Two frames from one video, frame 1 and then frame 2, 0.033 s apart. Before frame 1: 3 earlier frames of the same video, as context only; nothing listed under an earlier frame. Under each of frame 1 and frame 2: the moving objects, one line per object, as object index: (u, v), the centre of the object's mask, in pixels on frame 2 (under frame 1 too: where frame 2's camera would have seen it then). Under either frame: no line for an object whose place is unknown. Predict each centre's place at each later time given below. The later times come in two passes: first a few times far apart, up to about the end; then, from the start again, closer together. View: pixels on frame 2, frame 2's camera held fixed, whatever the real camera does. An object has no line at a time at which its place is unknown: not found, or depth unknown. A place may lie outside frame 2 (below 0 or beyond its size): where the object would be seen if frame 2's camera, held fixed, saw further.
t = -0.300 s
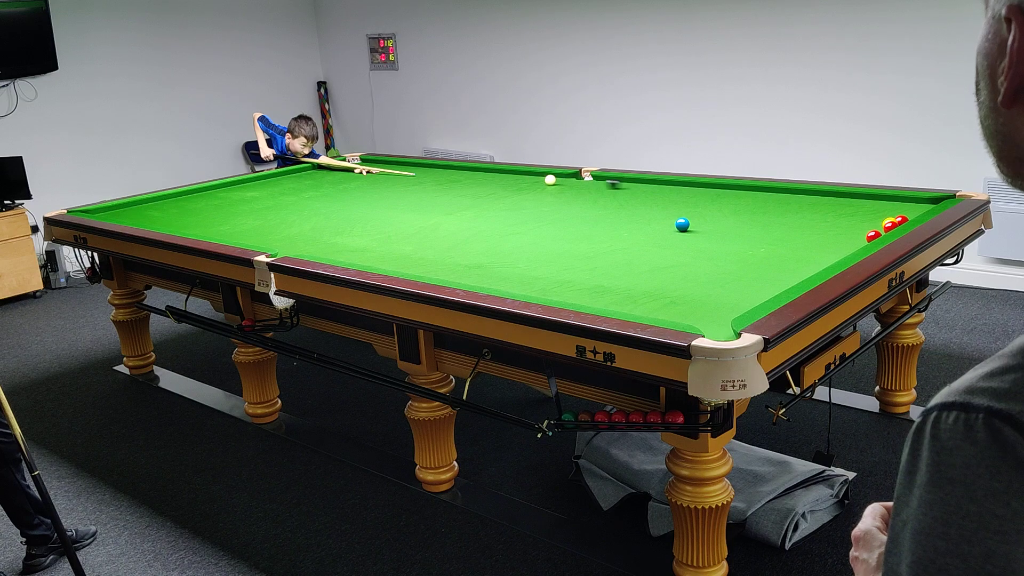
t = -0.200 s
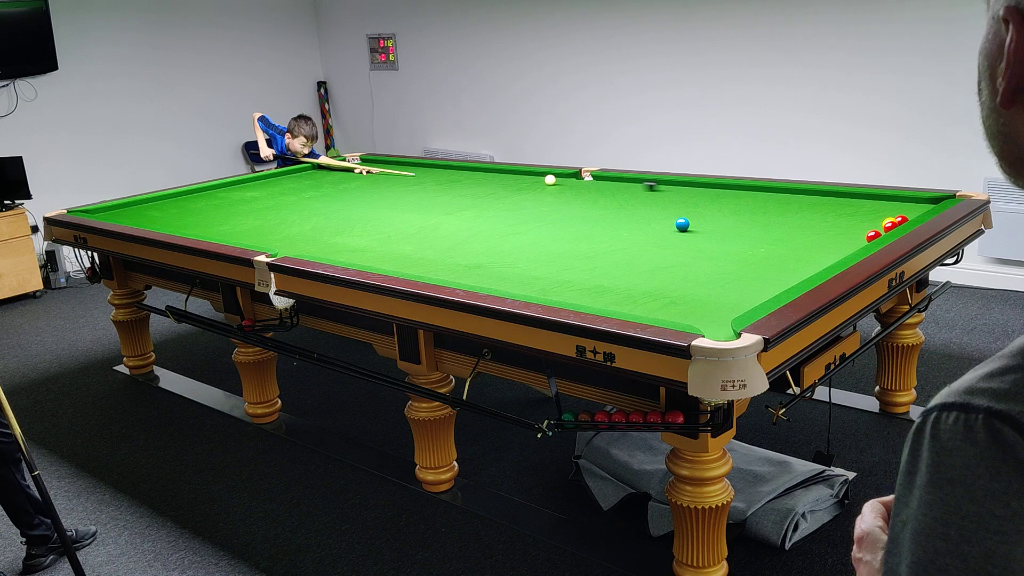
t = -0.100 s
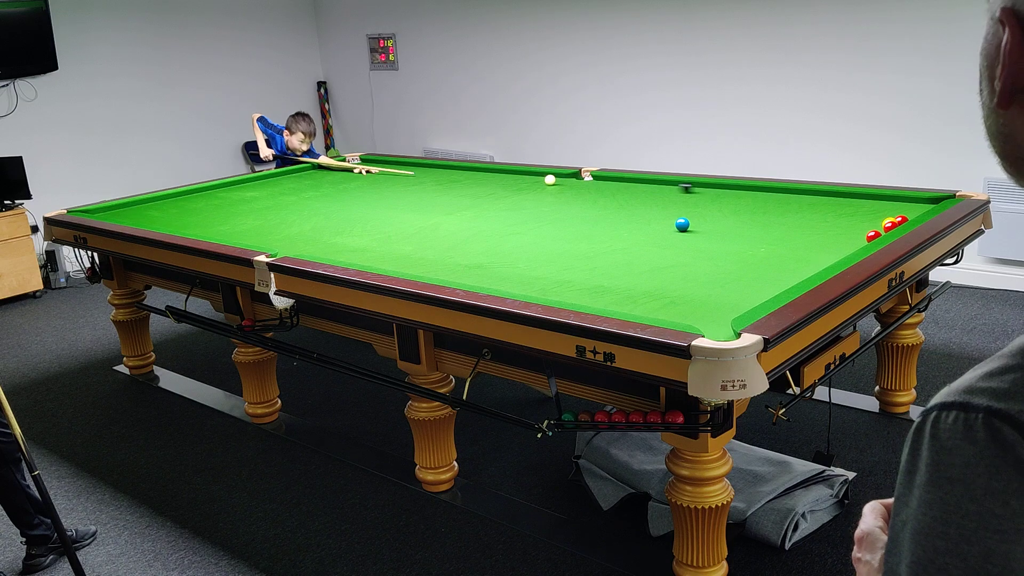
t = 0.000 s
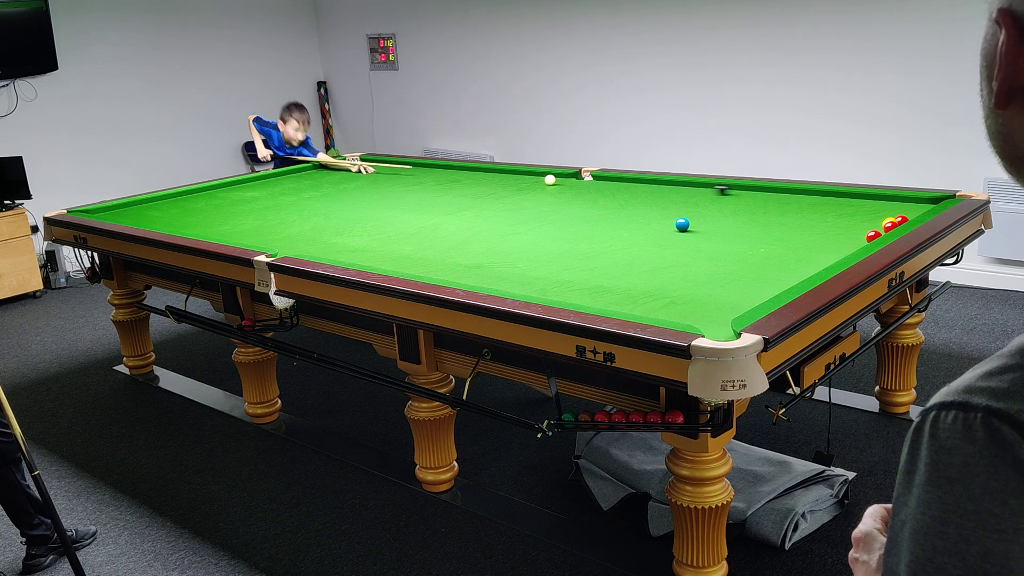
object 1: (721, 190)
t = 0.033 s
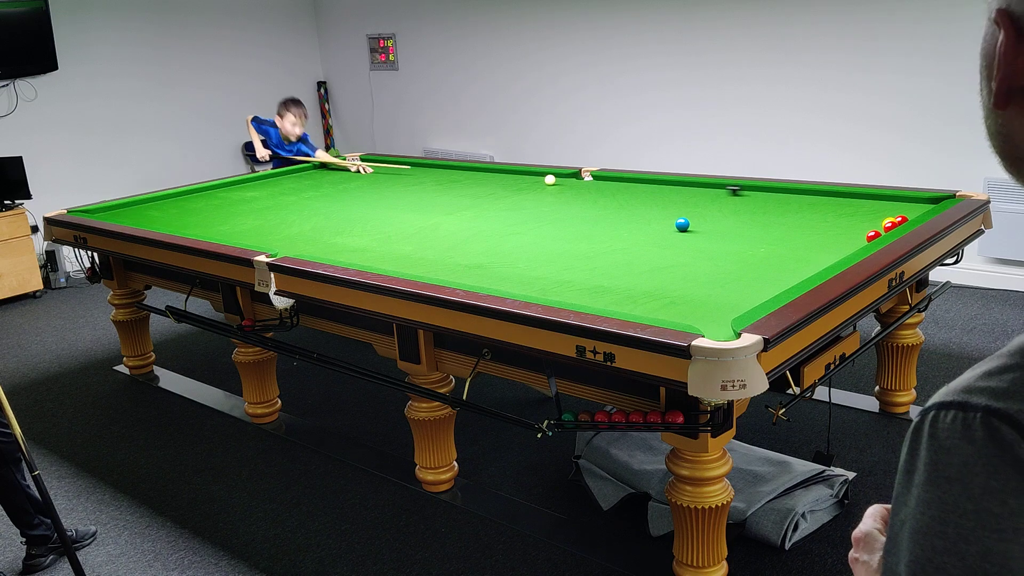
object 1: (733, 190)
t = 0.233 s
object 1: (810, 195)
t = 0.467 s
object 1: (908, 201)
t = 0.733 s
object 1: (929, 204)
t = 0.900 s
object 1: (917, 210)
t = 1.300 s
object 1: (884, 218)
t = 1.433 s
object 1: (872, 223)
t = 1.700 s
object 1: (843, 227)
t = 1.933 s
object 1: (820, 231)
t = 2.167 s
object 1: (797, 234)
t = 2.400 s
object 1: (775, 237)
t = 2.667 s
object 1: (752, 240)
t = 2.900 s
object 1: (733, 242)
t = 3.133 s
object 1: (715, 244)
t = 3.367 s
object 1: (699, 247)
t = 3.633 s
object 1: (682, 249)
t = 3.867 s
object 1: (668, 250)
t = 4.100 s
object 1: (656, 252)
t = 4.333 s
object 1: (646, 253)
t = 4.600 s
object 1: (635, 254)
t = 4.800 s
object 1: (629, 255)
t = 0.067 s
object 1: (745, 191)
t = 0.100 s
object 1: (758, 192)
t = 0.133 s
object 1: (770, 193)
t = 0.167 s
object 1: (784, 193)
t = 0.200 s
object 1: (797, 194)
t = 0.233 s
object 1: (810, 195)
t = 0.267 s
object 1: (823, 196)
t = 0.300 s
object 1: (837, 196)
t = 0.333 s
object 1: (851, 197)
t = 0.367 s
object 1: (865, 198)
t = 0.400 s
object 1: (879, 199)
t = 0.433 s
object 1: (894, 200)
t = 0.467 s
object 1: (908, 201)
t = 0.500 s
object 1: (924, 202)
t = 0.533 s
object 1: (936, 201)
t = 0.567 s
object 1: (939, 199)
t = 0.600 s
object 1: (937, 199)
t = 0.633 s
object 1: (935, 201)
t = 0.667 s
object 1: (934, 202)
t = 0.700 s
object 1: (932, 203)
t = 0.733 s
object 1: (929, 204)
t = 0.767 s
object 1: (927, 206)
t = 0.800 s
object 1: (924, 206)
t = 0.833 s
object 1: (922, 208)
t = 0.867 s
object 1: (919, 209)
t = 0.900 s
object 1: (917, 210)
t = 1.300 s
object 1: (884, 218)
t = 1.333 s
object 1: (880, 220)
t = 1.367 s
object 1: (878, 222)
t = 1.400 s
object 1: (876, 223)
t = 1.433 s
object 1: (872, 223)
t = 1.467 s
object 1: (868, 224)
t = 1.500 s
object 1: (865, 224)
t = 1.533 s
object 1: (861, 225)
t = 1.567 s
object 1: (857, 226)
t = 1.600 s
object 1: (854, 226)
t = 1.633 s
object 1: (850, 226)
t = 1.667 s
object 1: (847, 227)
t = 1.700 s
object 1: (843, 227)
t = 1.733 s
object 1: (840, 228)
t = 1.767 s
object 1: (837, 229)
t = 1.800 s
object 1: (833, 229)
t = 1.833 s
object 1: (830, 230)
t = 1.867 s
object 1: (826, 230)
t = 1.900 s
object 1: (823, 230)
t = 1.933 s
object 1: (820, 231)
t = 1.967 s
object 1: (816, 231)
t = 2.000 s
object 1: (813, 232)
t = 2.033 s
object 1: (810, 232)
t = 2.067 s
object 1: (806, 232)
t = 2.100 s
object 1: (803, 233)
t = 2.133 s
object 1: (800, 233)
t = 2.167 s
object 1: (797, 234)
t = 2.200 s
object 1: (794, 234)
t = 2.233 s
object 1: (791, 235)
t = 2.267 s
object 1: (787, 235)
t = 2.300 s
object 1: (784, 235)
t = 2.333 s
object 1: (781, 236)
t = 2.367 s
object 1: (778, 236)
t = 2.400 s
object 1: (775, 237)
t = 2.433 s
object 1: (772, 237)
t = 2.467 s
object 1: (769, 237)
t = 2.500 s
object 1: (766, 238)
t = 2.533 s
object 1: (763, 238)
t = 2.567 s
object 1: (760, 239)
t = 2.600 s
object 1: (758, 239)
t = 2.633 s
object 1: (755, 239)
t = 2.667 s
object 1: (752, 240)
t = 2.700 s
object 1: (749, 240)
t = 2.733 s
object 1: (746, 240)
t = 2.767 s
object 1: (744, 241)
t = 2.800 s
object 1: (741, 241)
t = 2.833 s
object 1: (738, 241)
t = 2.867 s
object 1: (735, 242)
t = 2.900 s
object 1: (733, 242)
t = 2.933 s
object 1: (730, 242)
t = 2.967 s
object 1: (728, 243)
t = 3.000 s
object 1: (725, 243)
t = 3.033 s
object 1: (723, 243)
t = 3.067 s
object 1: (720, 244)
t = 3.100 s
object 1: (718, 244)
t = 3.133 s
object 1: (715, 244)
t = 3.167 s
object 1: (713, 245)
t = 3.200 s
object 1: (710, 245)
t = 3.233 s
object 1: (708, 245)
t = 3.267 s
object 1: (706, 246)
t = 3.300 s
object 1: (704, 246)
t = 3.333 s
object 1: (701, 246)
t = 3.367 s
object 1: (699, 247)
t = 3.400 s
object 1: (697, 247)
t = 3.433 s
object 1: (694, 247)
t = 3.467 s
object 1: (692, 247)
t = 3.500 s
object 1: (690, 248)
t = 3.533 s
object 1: (688, 248)
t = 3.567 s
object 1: (686, 248)
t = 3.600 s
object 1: (684, 248)
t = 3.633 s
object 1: (682, 249)
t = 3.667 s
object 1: (680, 249)
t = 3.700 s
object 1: (678, 249)
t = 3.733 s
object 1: (676, 249)
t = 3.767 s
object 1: (674, 250)
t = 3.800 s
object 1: (672, 250)
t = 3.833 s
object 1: (670, 250)
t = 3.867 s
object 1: (668, 250)
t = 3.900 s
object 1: (667, 250)
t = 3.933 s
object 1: (665, 251)
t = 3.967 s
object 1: (663, 251)
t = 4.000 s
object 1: (661, 251)
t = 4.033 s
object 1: (660, 251)
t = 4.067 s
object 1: (658, 252)
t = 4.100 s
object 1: (656, 252)
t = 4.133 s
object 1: (655, 252)
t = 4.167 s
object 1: (653, 252)
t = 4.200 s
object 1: (652, 252)
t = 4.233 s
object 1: (650, 253)
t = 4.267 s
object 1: (649, 253)
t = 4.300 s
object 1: (647, 253)
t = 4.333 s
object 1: (646, 253)
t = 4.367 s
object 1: (644, 253)
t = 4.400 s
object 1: (643, 254)
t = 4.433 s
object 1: (641, 254)
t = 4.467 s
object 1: (640, 254)
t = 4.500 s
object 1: (639, 254)
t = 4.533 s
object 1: (638, 254)
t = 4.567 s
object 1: (636, 254)
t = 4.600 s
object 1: (635, 254)
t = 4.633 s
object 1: (634, 254)
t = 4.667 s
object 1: (633, 255)
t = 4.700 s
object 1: (632, 255)
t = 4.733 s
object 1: (631, 255)
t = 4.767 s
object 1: (630, 255)
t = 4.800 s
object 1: (629, 255)
